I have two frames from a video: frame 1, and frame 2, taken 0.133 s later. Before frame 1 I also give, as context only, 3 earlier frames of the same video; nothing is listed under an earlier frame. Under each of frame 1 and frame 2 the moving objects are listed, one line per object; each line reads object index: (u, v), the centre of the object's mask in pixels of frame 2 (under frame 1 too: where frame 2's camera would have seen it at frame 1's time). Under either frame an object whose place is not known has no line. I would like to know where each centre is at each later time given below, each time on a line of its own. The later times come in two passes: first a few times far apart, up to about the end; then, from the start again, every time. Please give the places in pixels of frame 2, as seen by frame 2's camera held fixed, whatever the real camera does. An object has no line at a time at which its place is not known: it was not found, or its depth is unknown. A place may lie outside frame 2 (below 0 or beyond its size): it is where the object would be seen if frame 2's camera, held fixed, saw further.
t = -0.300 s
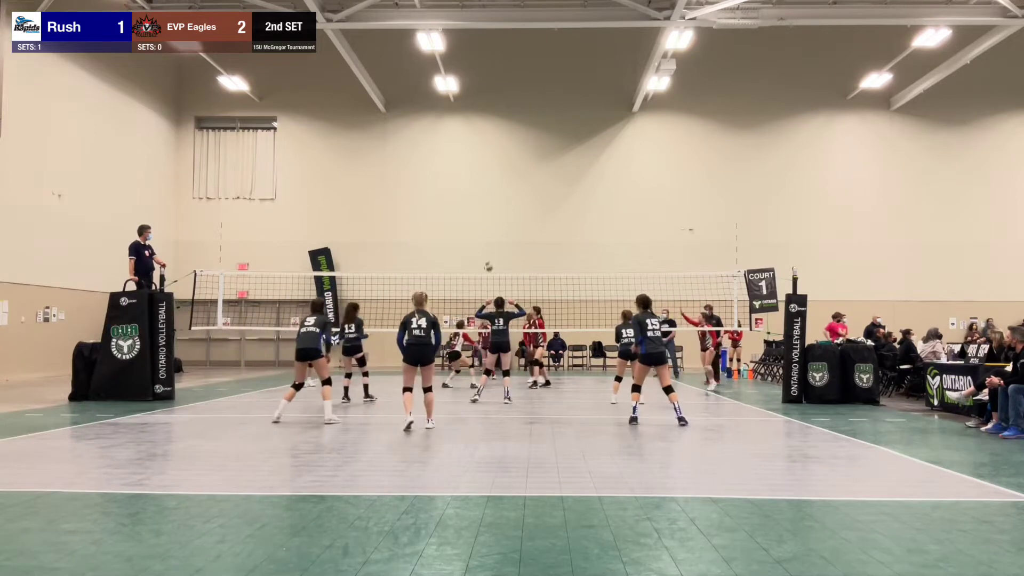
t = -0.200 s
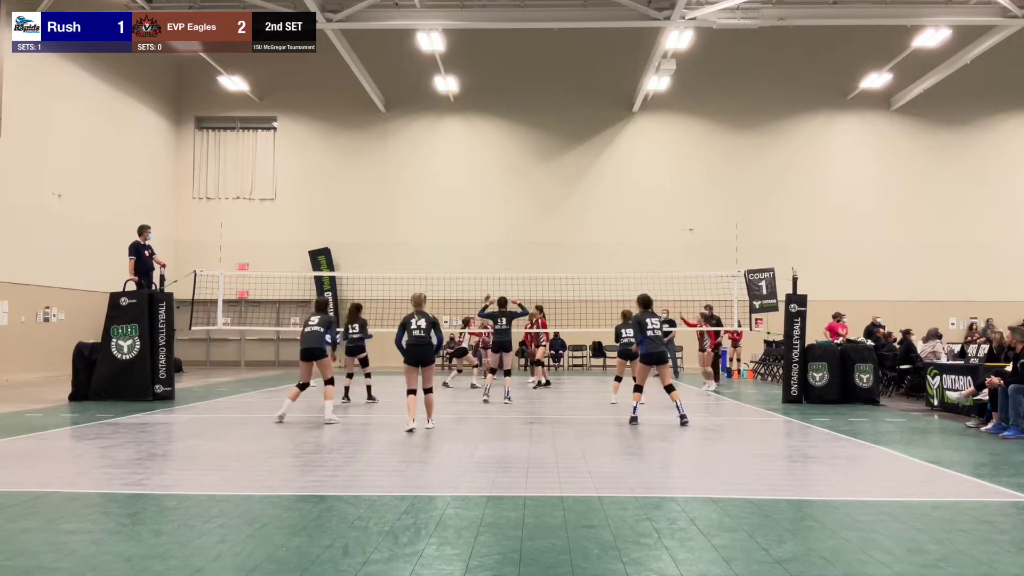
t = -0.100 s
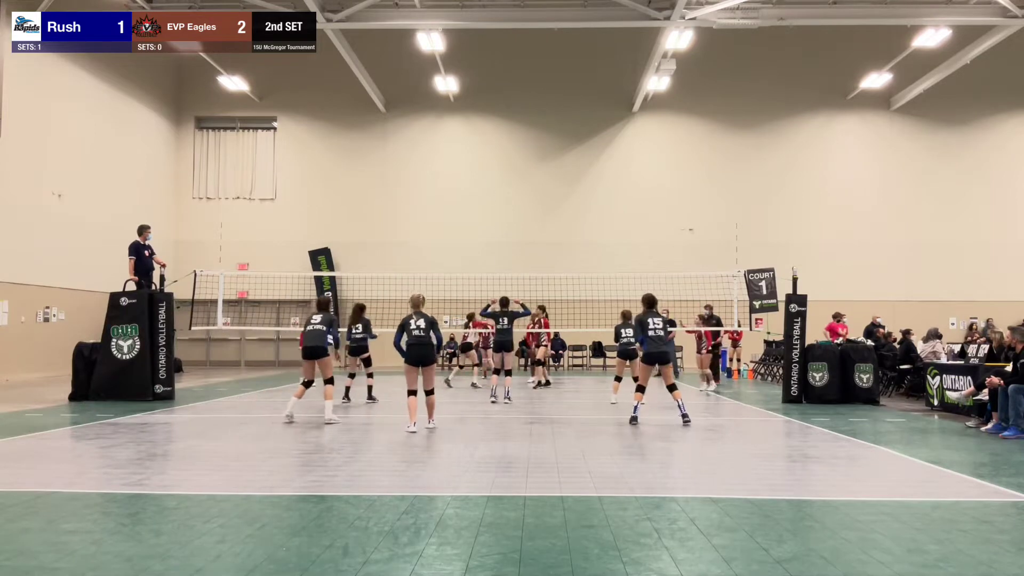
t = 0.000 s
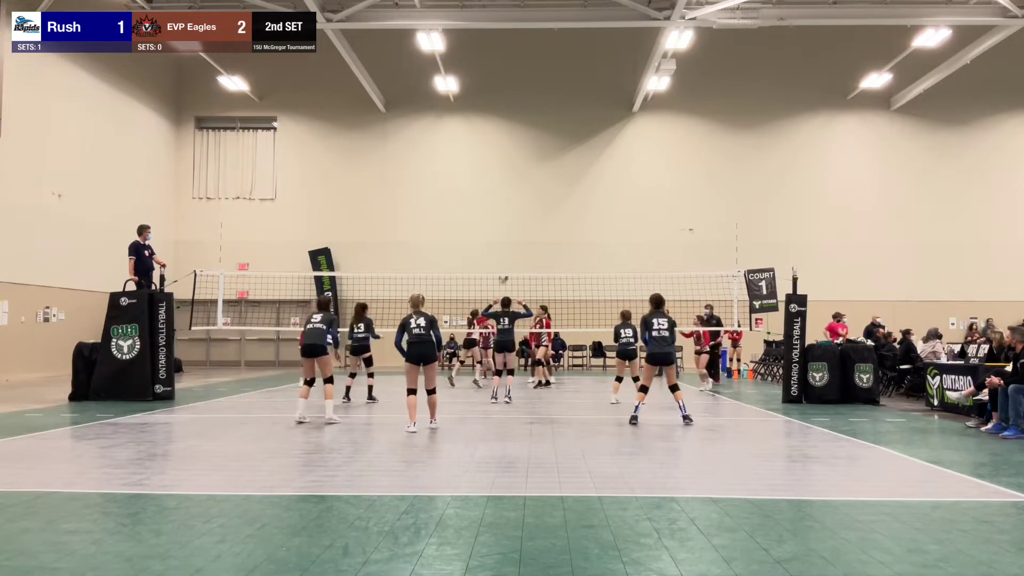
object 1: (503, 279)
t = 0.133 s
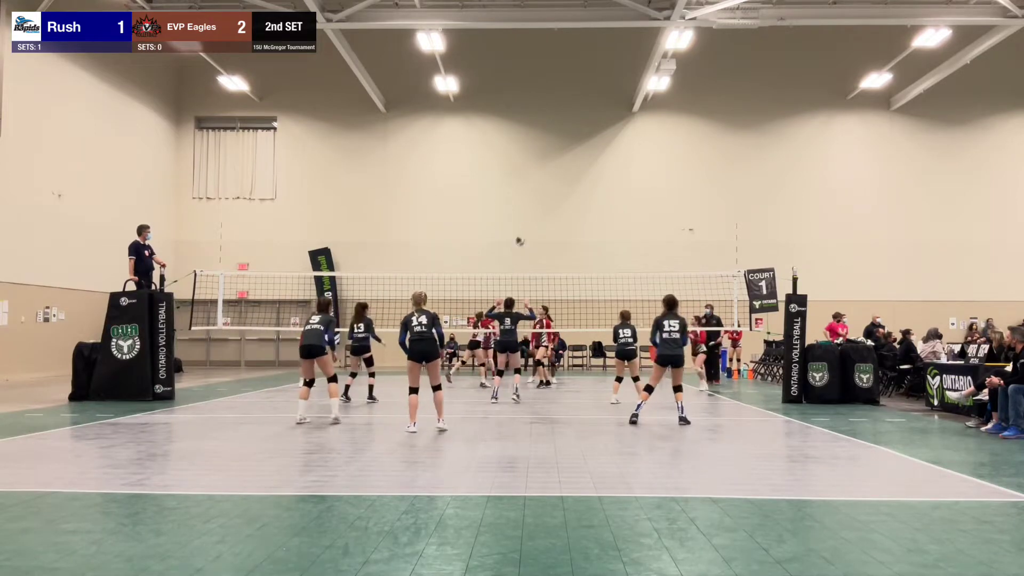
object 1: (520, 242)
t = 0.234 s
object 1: (532, 219)
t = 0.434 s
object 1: (558, 188)
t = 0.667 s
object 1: (587, 177)
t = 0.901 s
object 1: (616, 190)
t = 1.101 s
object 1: (640, 223)
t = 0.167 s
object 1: (524, 233)
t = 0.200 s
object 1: (528, 226)
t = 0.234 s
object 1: (532, 219)
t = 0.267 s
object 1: (537, 212)
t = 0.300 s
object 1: (541, 206)
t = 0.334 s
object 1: (545, 200)
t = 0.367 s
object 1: (549, 196)
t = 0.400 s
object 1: (554, 192)
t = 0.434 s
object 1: (558, 188)
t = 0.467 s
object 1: (562, 185)
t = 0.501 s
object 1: (567, 182)
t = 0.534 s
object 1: (570, 180)
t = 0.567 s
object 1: (575, 178)
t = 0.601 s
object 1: (579, 177)
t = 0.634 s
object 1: (583, 176)
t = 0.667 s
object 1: (587, 177)
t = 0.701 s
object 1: (591, 176)
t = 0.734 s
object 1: (596, 178)
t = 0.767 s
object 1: (600, 179)
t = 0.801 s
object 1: (603, 182)
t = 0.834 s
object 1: (608, 183)
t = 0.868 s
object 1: (612, 186)
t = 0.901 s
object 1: (616, 190)
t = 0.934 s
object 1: (620, 194)
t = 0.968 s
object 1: (624, 199)
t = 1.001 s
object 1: (629, 203)
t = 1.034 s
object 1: (633, 209)
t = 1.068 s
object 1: (637, 216)
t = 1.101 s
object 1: (640, 223)
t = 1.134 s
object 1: (645, 229)
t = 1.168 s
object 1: (649, 237)
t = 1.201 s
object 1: (653, 245)
